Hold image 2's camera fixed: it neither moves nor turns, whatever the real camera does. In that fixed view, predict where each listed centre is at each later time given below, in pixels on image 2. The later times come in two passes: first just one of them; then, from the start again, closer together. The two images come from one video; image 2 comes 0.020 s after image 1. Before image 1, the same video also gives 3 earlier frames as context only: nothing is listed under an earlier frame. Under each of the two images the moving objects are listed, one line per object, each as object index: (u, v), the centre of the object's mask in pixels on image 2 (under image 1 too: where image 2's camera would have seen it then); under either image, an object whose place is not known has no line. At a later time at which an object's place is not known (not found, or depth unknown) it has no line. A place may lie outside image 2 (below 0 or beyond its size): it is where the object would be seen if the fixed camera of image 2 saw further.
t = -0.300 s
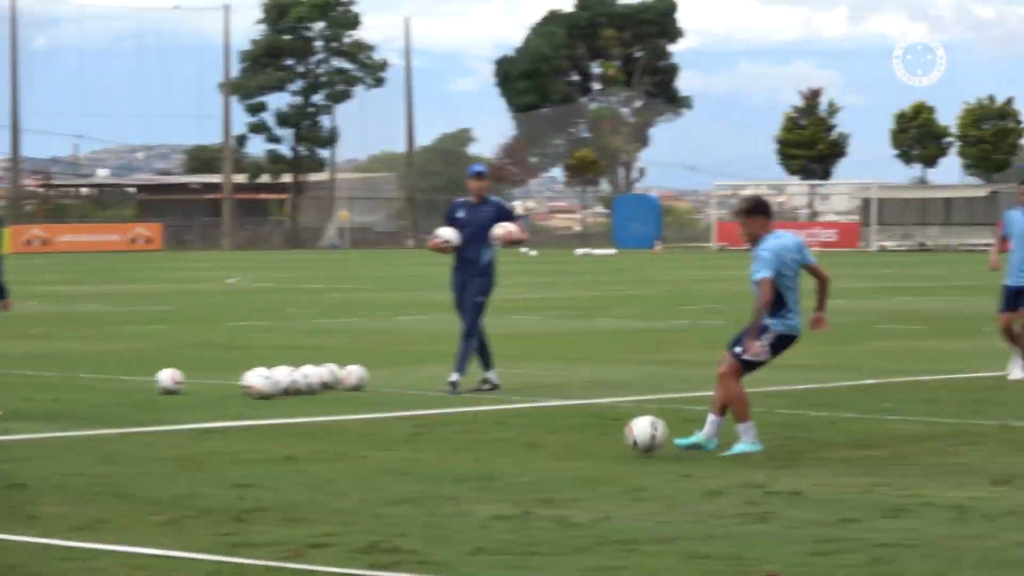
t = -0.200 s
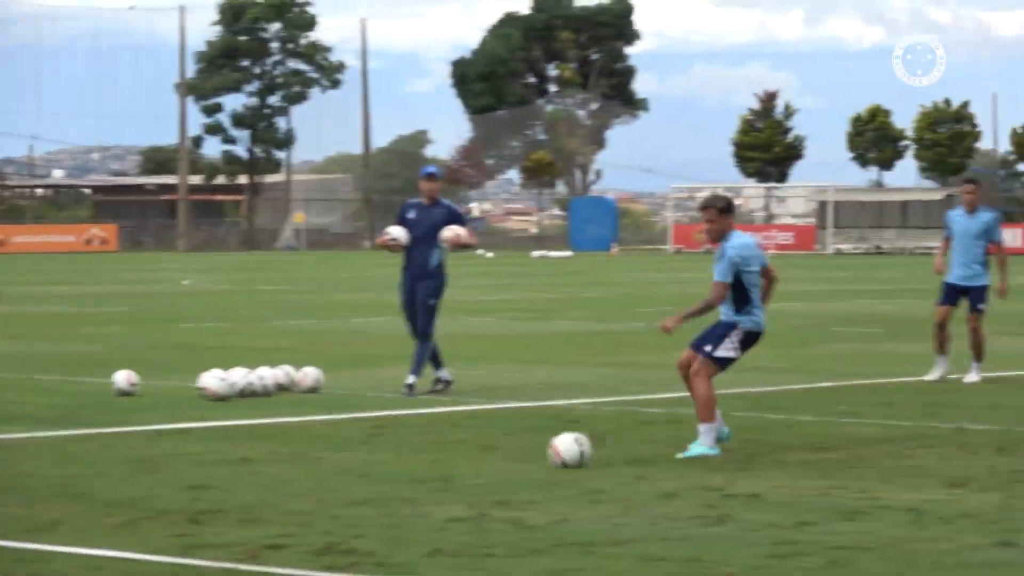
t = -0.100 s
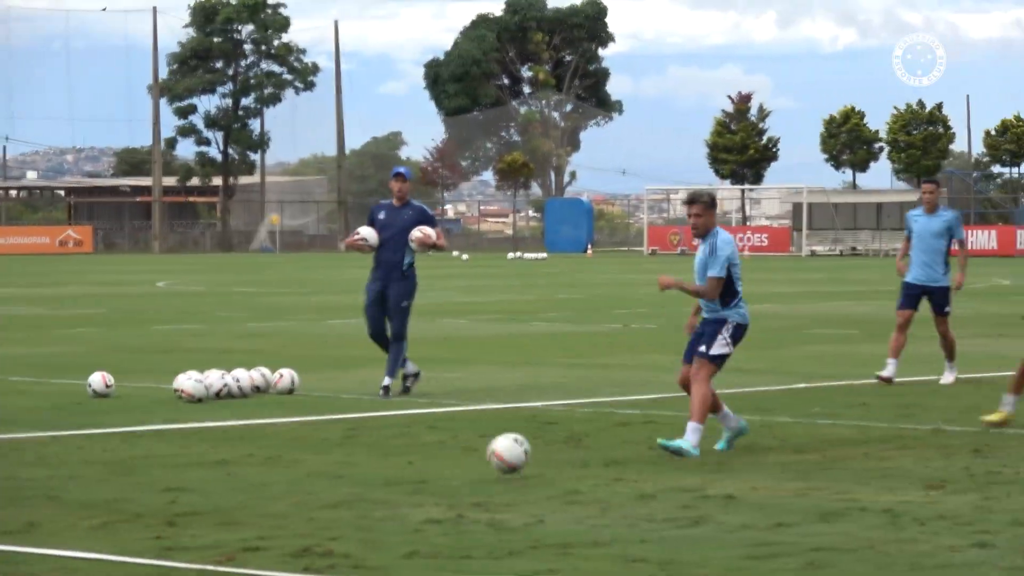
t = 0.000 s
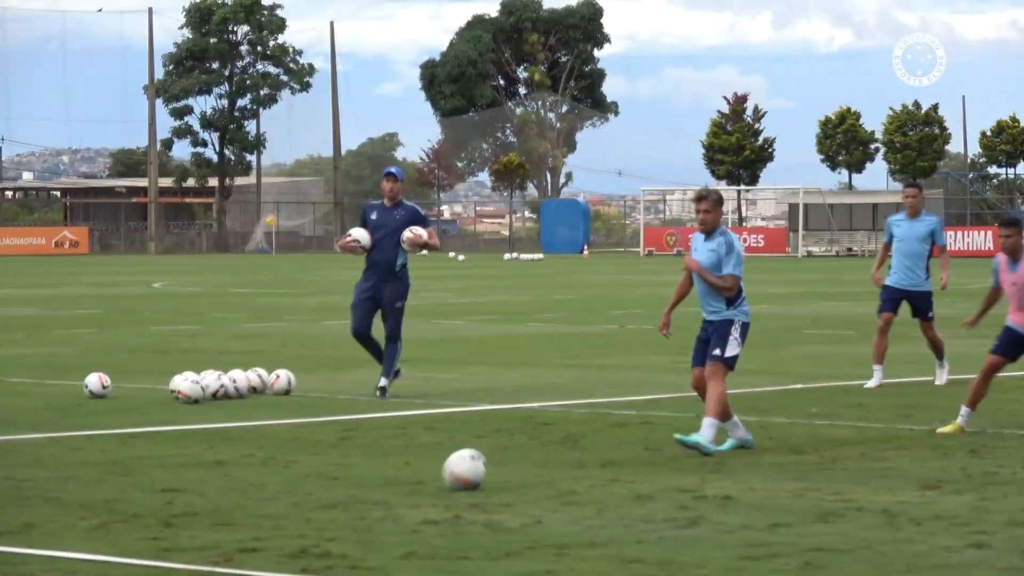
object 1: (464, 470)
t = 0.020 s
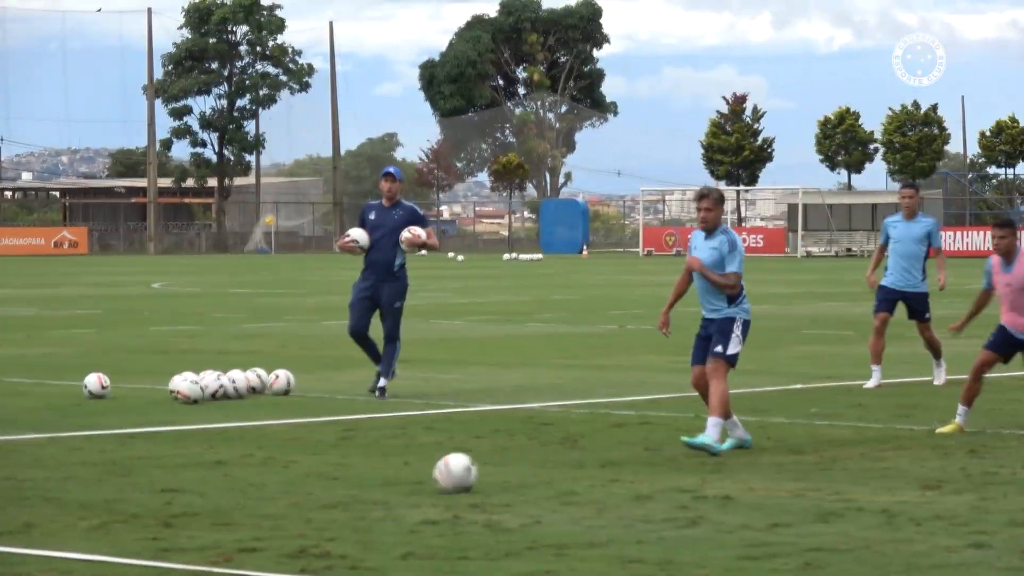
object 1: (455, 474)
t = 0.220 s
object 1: (361, 492)
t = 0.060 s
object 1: (438, 475)
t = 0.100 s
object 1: (419, 477)
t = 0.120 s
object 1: (410, 480)
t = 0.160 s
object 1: (391, 487)
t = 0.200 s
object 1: (371, 490)
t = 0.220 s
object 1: (361, 492)
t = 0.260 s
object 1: (340, 494)
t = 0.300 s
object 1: (318, 500)
